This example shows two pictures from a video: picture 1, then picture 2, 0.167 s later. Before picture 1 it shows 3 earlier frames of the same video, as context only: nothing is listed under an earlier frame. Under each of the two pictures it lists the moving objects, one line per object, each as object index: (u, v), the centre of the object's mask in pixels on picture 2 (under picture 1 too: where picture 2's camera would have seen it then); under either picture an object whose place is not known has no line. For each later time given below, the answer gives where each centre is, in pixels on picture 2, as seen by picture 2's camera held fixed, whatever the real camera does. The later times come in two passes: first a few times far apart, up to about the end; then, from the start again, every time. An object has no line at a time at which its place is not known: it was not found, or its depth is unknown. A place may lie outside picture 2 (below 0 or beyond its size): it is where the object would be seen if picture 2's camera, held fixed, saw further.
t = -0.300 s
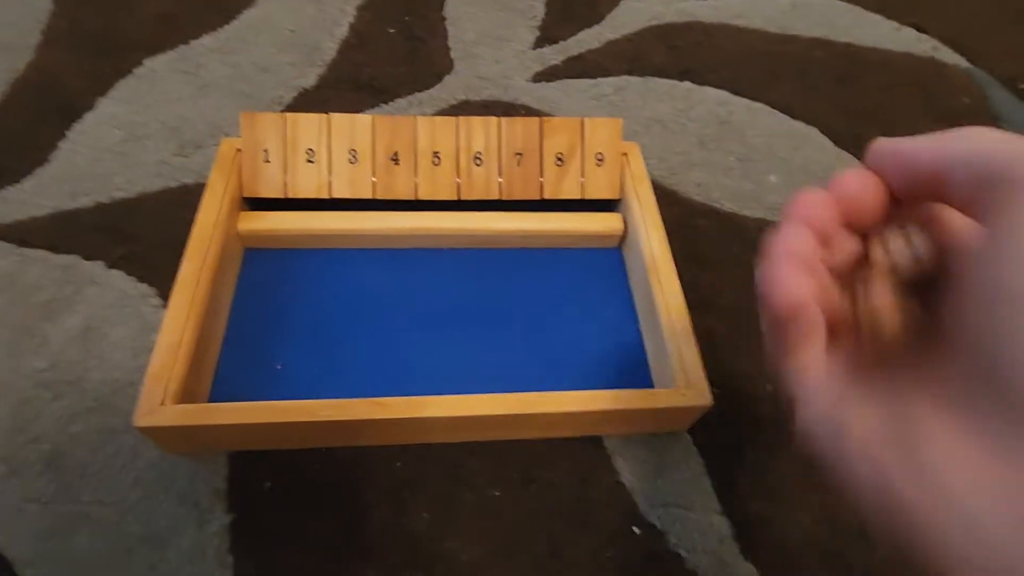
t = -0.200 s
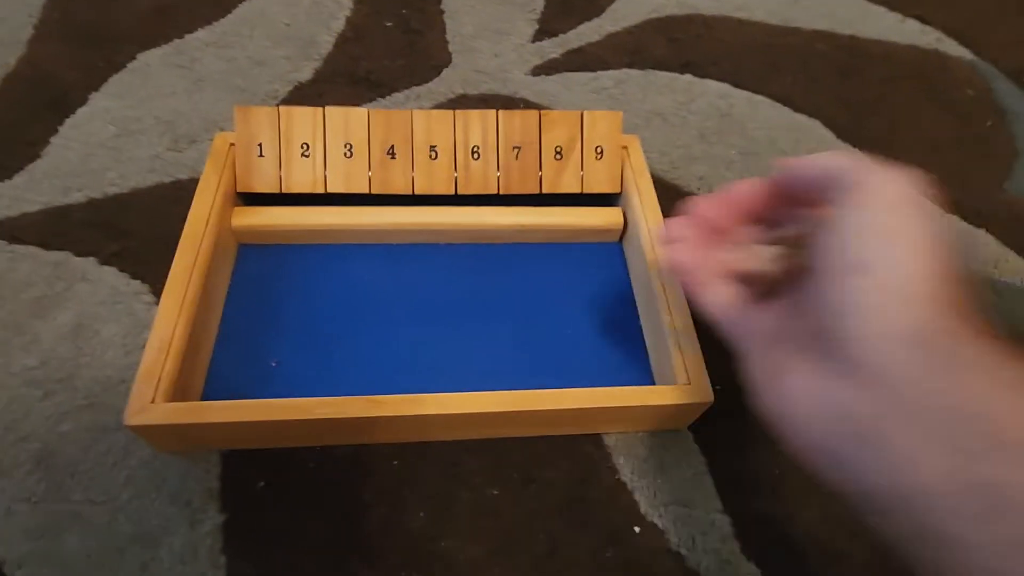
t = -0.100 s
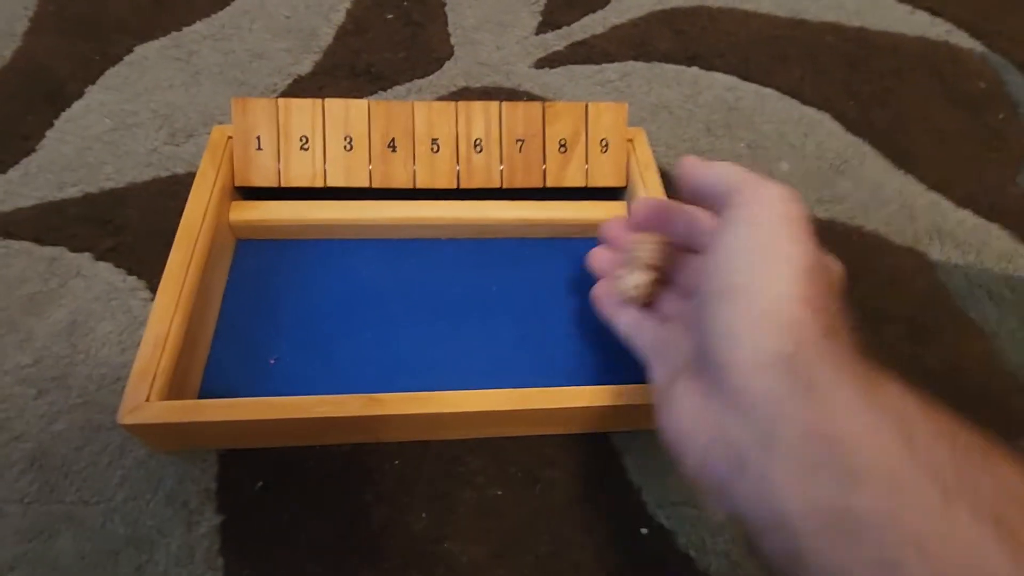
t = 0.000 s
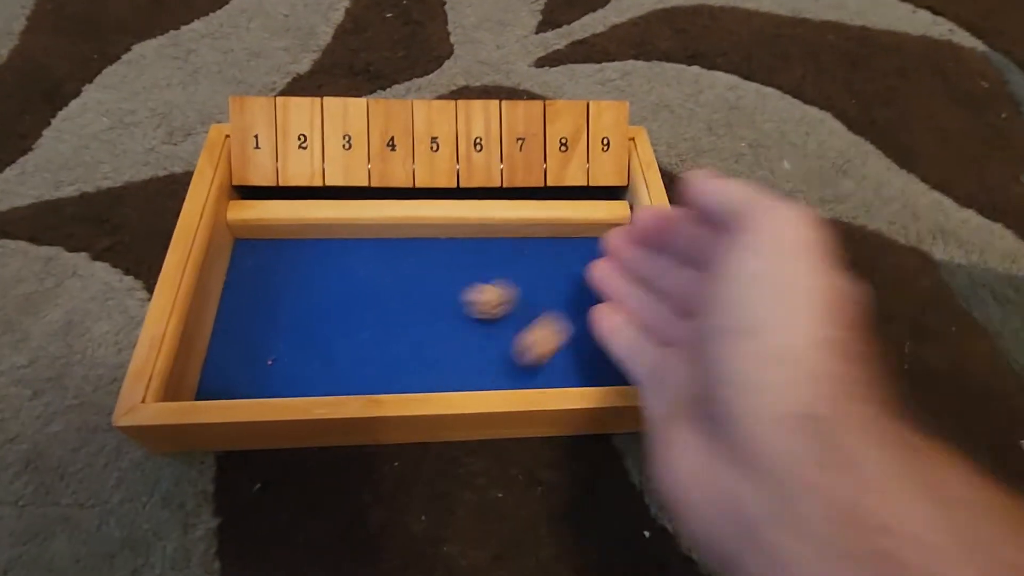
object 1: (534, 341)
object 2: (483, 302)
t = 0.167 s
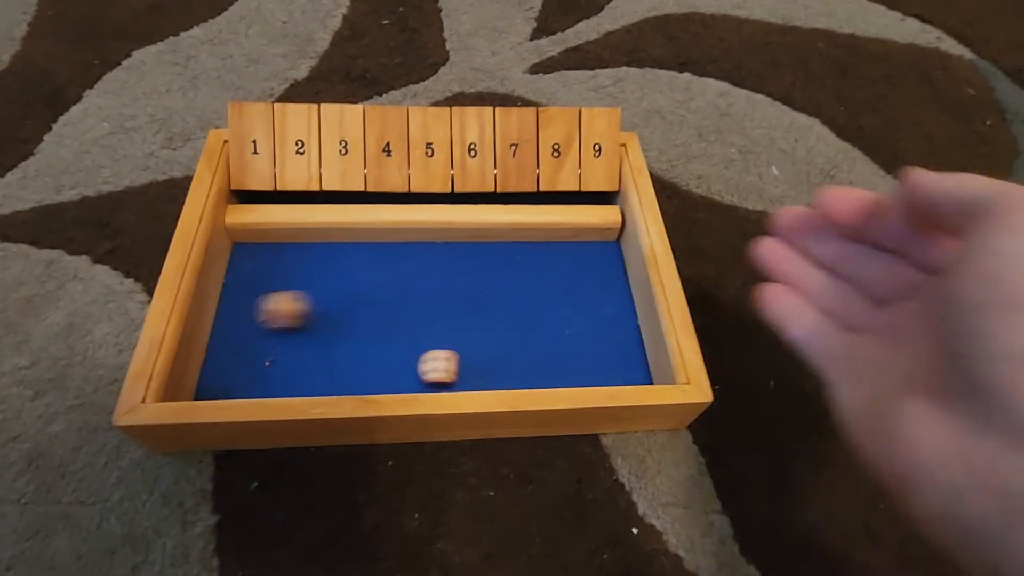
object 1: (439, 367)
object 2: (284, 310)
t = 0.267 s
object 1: (411, 353)
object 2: (260, 310)
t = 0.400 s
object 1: (367, 346)
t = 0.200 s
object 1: (430, 361)
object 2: (247, 315)
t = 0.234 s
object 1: (422, 357)
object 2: (235, 312)
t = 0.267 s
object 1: (411, 353)
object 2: (260, 310)
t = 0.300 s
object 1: (401, 350)
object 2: (282, 308)
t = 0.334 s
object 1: (390, 347)
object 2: (301, 307)
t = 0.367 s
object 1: (379, 346)
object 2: (322, 303)
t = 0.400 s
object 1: (367, 346)
